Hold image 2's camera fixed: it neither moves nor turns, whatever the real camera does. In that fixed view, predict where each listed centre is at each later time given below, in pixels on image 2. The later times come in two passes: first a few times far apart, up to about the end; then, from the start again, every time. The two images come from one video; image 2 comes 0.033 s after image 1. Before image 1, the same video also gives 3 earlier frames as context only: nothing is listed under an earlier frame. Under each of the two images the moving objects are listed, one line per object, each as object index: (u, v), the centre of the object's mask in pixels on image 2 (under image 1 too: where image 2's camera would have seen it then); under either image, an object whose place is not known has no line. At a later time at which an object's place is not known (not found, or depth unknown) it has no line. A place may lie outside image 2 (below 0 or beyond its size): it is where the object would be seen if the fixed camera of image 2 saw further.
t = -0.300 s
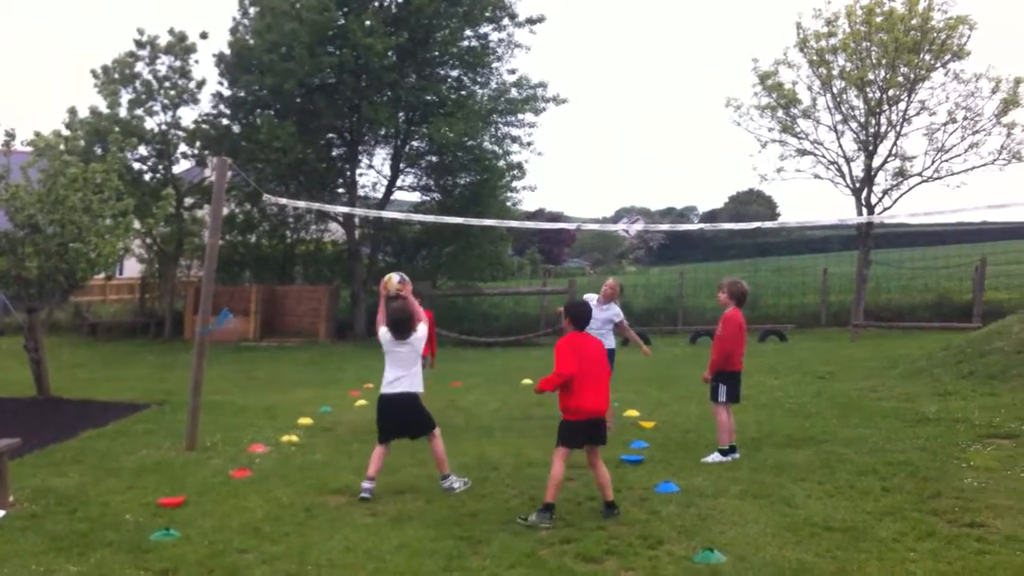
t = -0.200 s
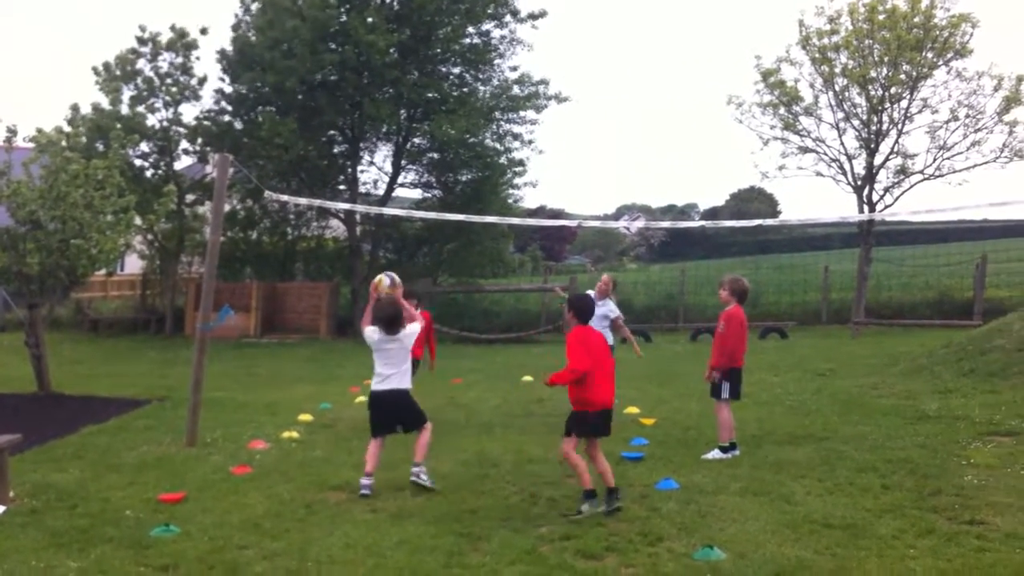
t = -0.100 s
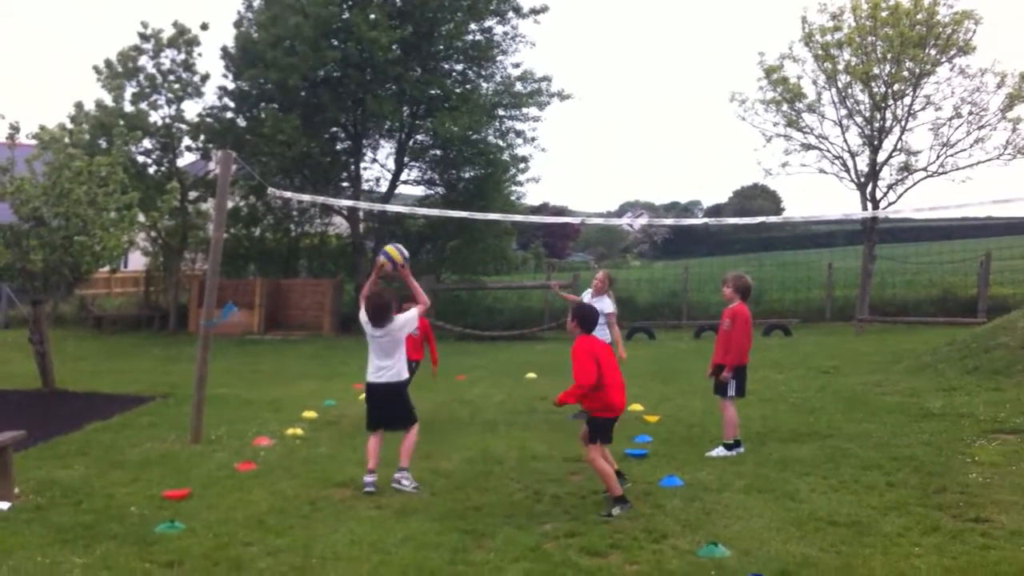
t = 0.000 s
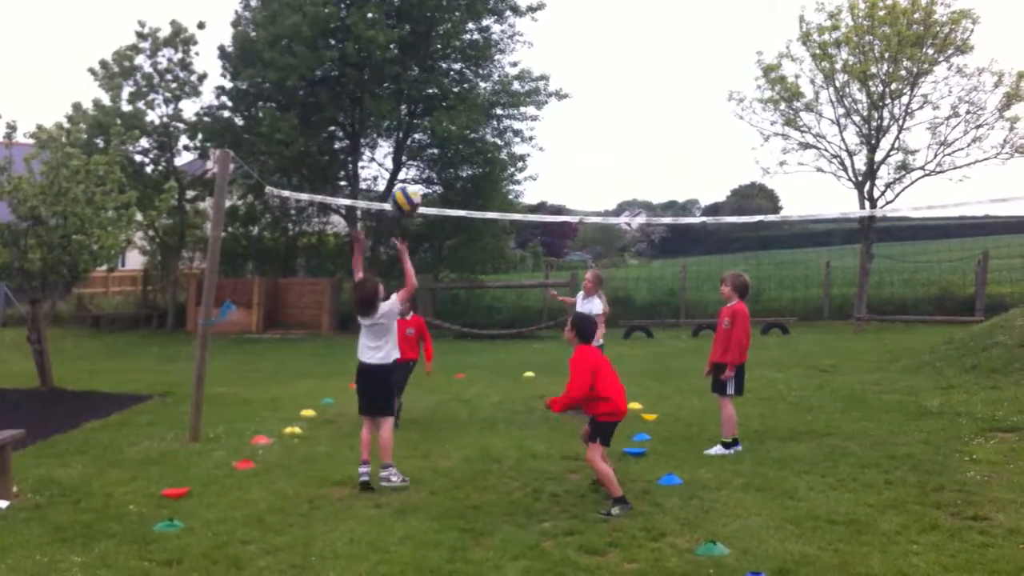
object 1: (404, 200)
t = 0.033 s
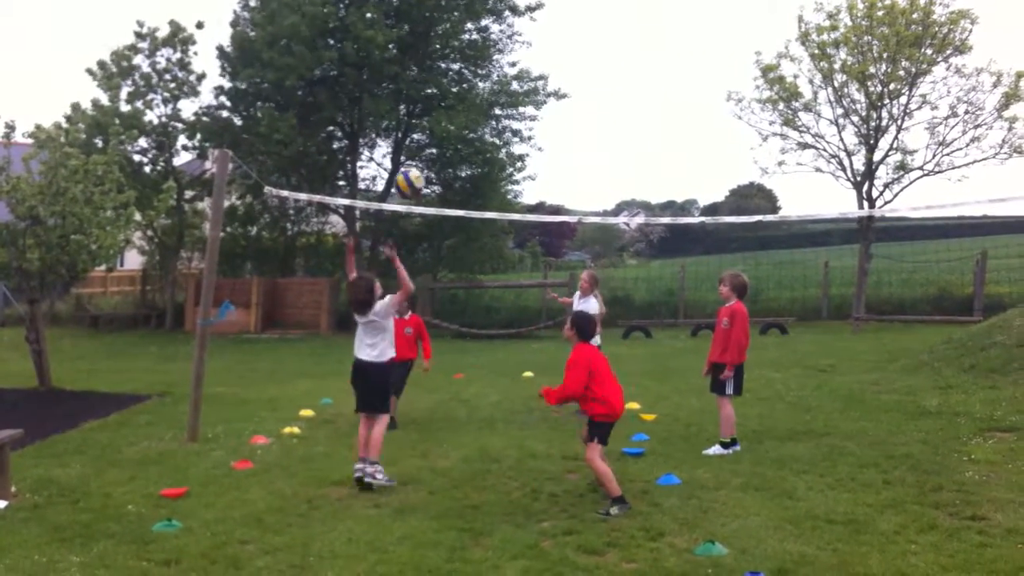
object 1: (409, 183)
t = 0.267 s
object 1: (438, 114)
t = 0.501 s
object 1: (462, 127)
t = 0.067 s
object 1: (414, 166)
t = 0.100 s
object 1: (419, 154)
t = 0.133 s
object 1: (422, 142)
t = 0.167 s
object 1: (427, 132)
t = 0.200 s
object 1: (431, 126)
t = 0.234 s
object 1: (435, 119)
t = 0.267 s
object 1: (438, 114)
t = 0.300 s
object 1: (441, 113)
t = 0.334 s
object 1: (445, 112)
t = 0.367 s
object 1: (448, 113)
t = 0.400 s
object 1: (453, 113)
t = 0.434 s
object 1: (456, 115)
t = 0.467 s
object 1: (461, 121)
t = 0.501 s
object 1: (462, 127)
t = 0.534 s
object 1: (465, 135)
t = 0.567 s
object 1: (469, 145)
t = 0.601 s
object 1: (471, 157)
